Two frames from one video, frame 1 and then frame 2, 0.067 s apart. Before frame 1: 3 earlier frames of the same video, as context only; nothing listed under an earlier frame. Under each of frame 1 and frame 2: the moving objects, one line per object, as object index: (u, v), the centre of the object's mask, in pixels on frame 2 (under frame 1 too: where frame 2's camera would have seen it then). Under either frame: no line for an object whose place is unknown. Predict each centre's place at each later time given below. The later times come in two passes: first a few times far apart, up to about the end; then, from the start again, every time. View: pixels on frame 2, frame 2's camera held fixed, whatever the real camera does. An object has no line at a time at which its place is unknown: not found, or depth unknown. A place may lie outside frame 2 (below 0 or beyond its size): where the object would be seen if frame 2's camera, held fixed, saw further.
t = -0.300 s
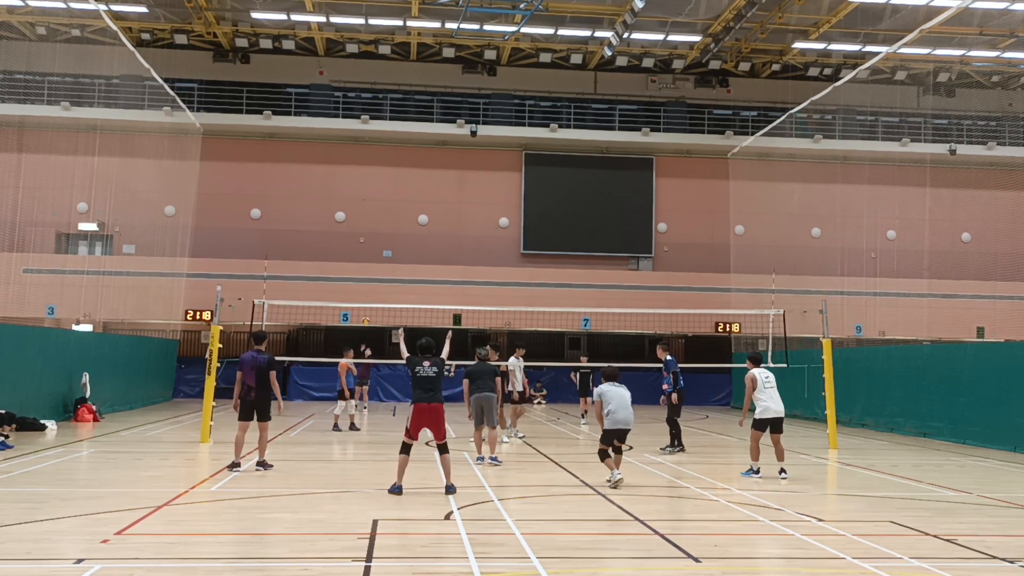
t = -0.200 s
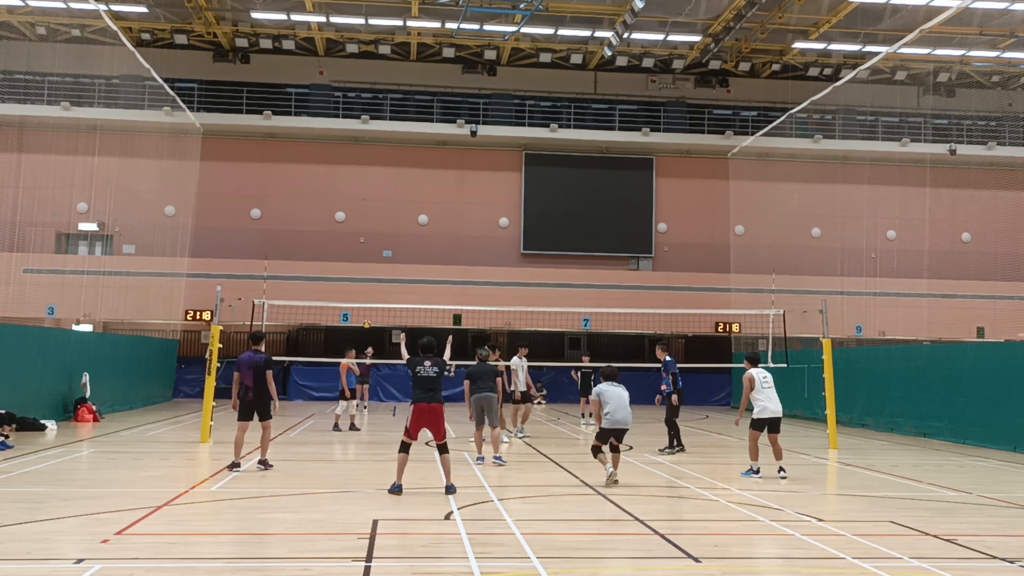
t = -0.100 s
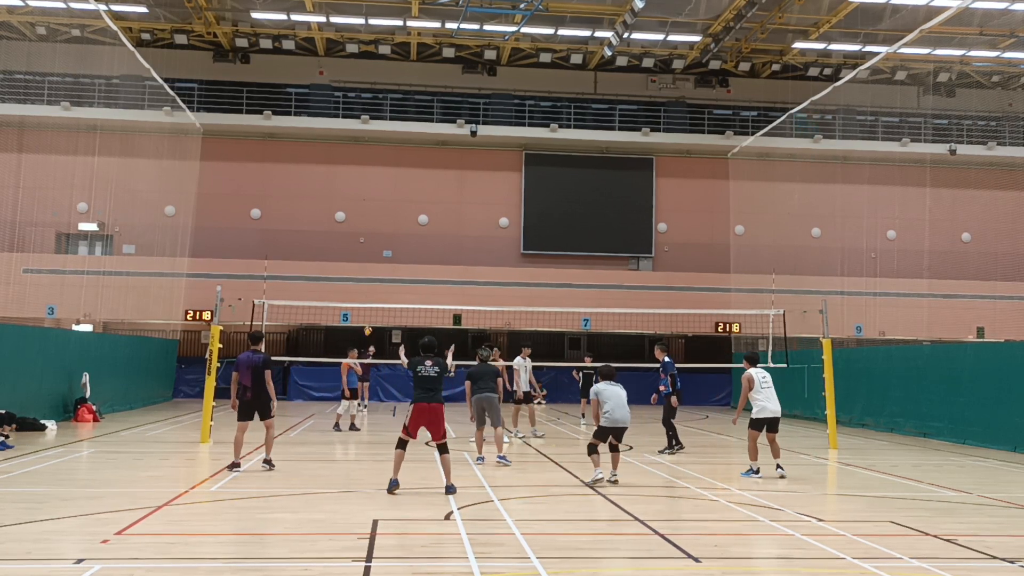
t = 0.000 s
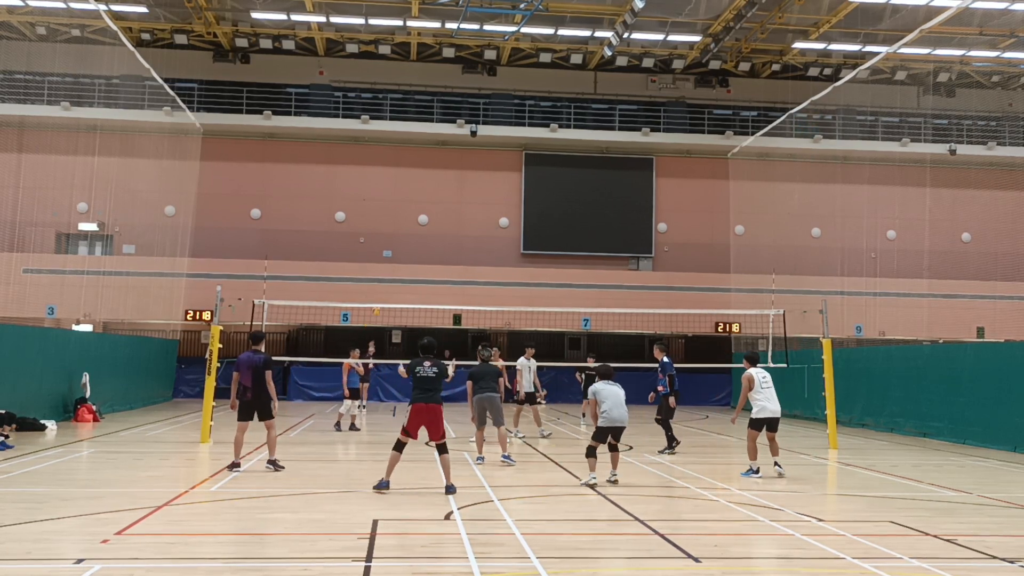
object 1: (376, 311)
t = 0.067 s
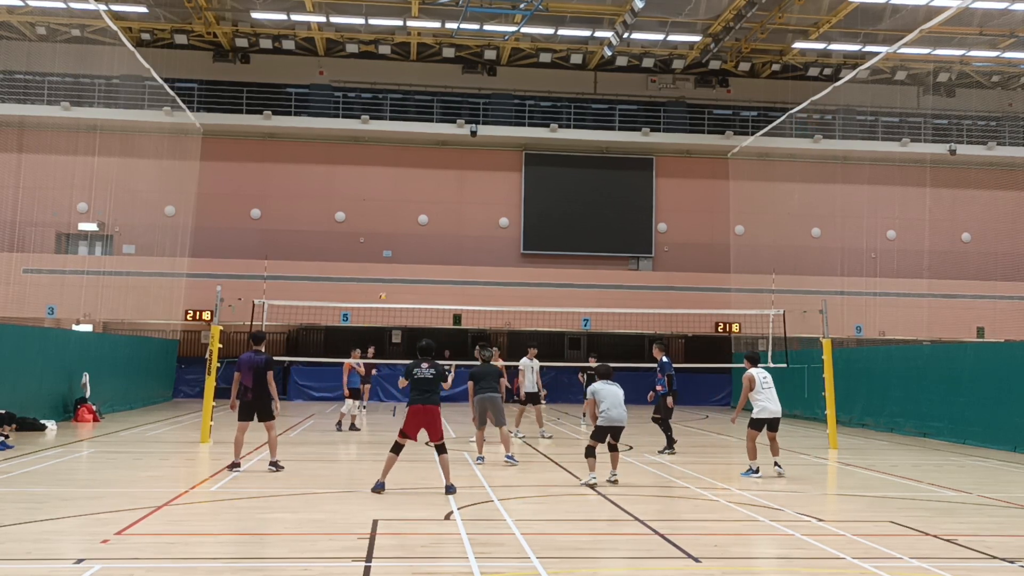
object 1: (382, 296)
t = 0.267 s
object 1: (402, 261)
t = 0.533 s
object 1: (431, 237)
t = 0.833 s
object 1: (474, 246)
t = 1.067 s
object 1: (517, 294)
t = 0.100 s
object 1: (386, 290)
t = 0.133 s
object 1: (389, 284)
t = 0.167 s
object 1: (392, 277)
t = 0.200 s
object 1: (396, 271)
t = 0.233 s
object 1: (399, 266)
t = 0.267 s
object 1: (402, 261)
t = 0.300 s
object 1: (406, 256)
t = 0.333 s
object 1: (410, 251)
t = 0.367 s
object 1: (413, 248)
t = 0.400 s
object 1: (416, 244)
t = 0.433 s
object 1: (420, 242)
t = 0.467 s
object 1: (424, 239)
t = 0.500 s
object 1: (427, 238)
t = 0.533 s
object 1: (431, 237)
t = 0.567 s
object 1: (435, 235)
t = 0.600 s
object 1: (439, 235)
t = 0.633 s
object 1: (444, 236)
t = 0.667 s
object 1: (448, 236)
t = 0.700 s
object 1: (453, 237)
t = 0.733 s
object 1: (458, 238)
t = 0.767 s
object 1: (463, 240)
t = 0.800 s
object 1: (468, 243)
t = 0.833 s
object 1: (474, 246)
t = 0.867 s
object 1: (479, 250)
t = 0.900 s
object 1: (485, 256)
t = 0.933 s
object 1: (491, 261)
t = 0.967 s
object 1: (497, 268)
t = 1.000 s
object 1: (503, 276)
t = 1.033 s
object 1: (510, 284)
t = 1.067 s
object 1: (517, 294)
